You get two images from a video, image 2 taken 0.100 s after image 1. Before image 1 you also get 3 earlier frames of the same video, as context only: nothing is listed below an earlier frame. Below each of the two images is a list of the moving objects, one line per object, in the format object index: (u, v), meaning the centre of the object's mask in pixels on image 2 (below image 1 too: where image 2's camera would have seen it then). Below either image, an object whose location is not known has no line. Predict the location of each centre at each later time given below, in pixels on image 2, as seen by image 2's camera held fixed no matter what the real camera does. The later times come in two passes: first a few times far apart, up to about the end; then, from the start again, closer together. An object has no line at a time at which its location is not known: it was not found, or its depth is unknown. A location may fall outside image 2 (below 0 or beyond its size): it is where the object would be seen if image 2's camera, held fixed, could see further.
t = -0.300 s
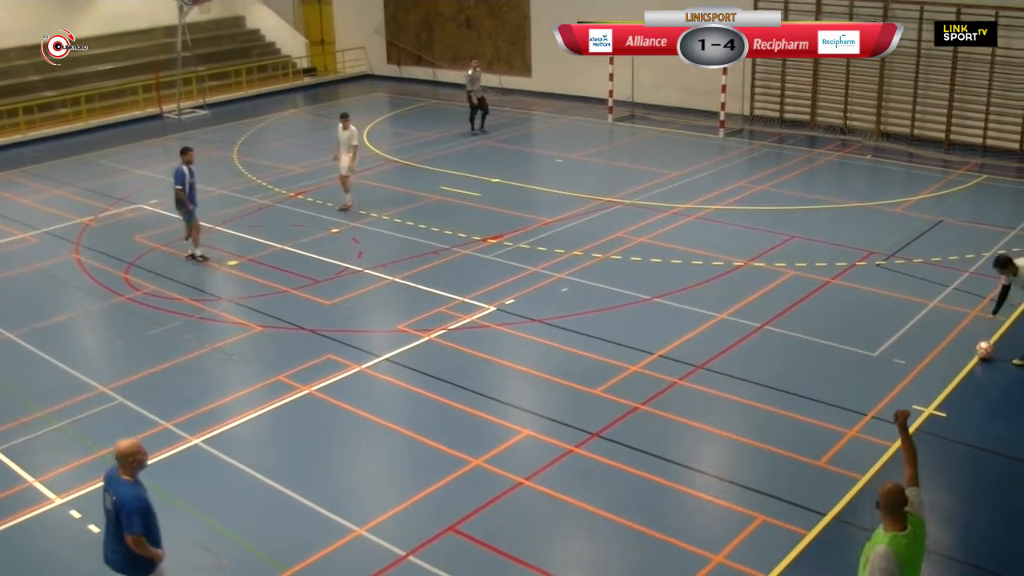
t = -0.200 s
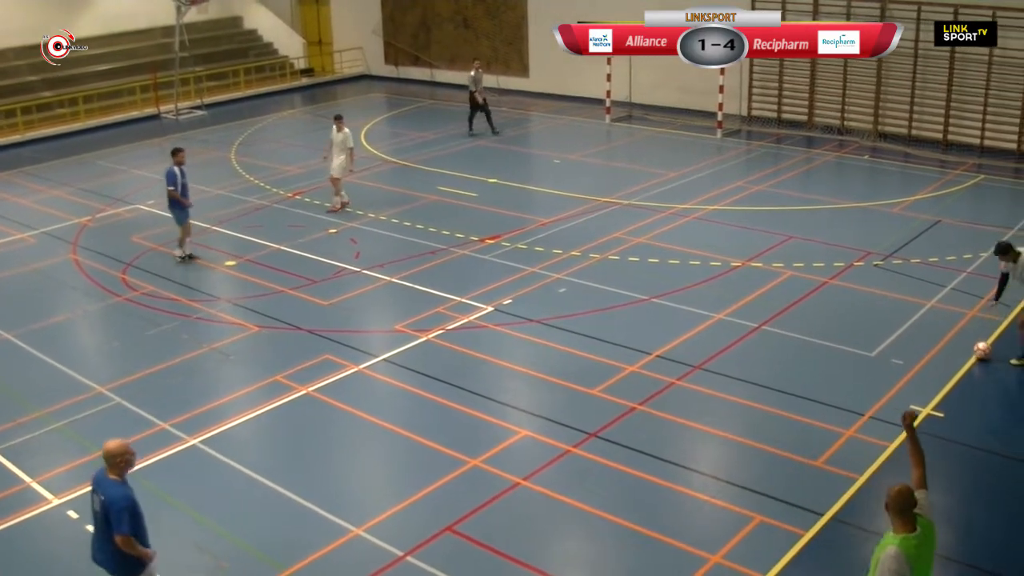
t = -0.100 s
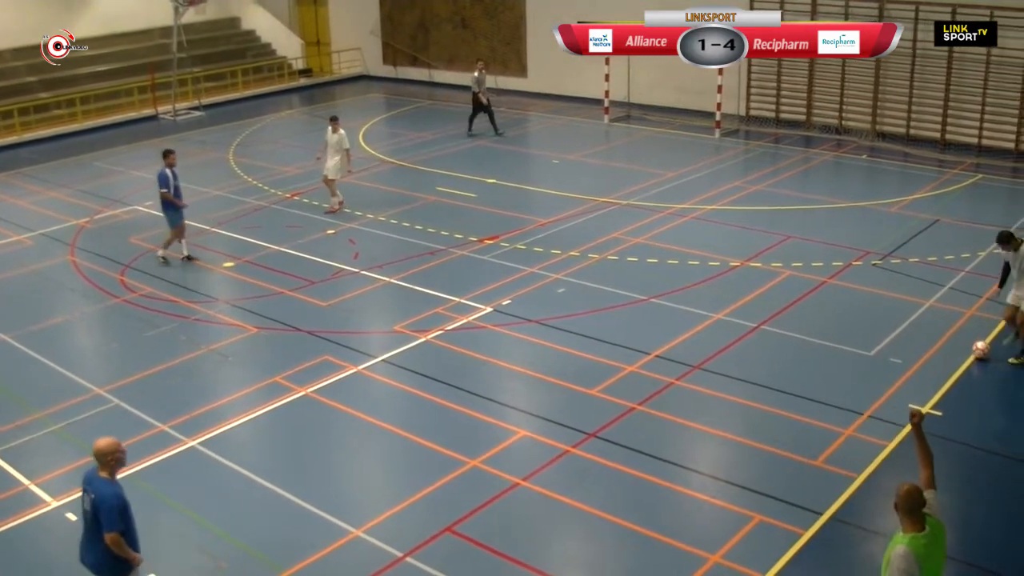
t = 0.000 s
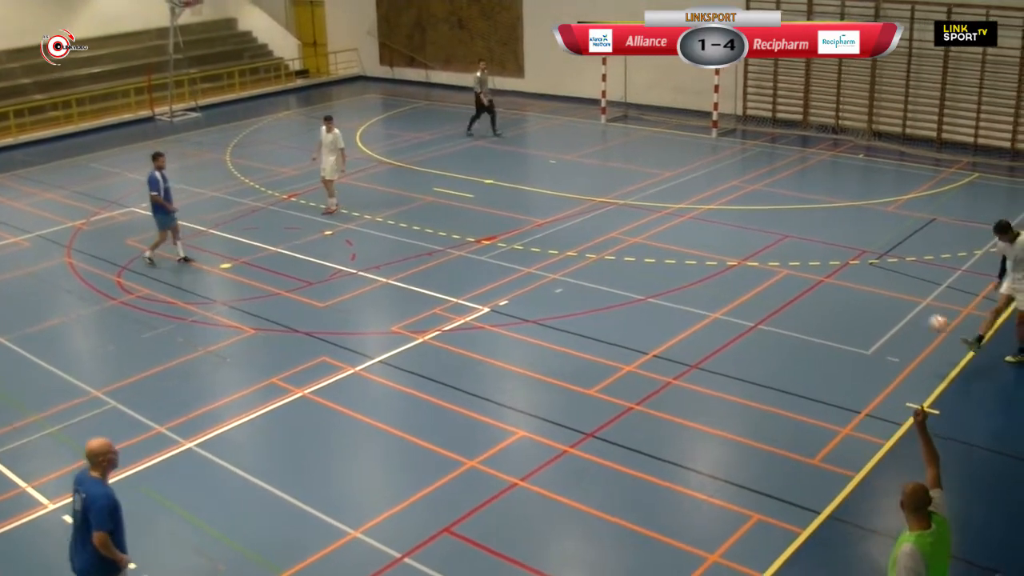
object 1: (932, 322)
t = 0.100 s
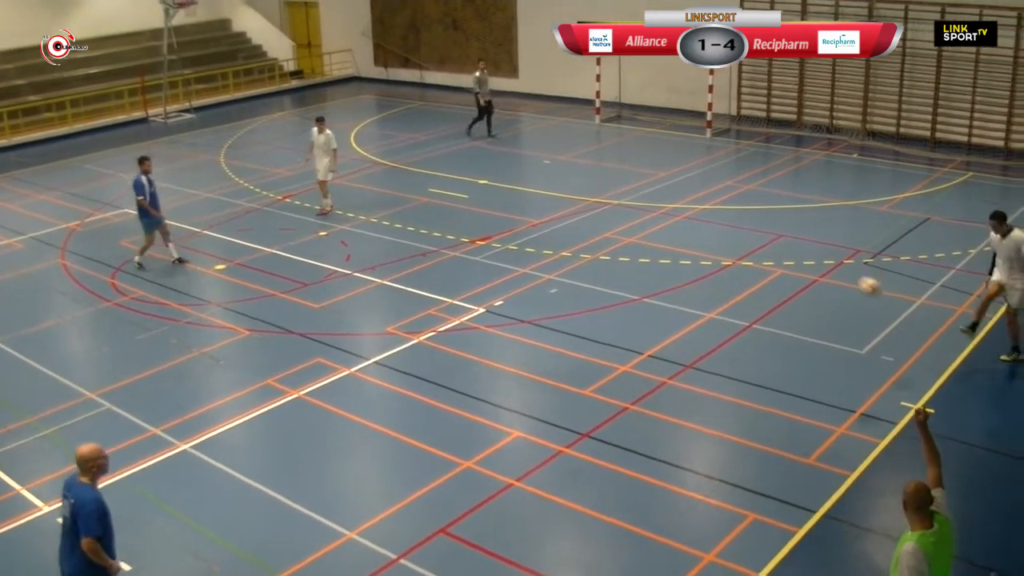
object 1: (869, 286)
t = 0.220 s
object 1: (779, 247)
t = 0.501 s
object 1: (507, 191)
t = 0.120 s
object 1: (855, 279)
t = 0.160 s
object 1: (826, 265)
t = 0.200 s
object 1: (795, 253)
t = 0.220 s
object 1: (779, 247)
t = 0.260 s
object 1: (746, 236)
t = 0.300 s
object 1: (712, 226)
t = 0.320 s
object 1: (693, 220)
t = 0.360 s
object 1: (655, 211)
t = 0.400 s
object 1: (616, 204)
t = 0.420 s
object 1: (594, 201)
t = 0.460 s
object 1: (553, 195)
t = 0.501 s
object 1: (507, 191)
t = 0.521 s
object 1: (484, 189)
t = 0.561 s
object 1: (439, 187)
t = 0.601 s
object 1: (391, 187)
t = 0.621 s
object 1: (366, 189)
